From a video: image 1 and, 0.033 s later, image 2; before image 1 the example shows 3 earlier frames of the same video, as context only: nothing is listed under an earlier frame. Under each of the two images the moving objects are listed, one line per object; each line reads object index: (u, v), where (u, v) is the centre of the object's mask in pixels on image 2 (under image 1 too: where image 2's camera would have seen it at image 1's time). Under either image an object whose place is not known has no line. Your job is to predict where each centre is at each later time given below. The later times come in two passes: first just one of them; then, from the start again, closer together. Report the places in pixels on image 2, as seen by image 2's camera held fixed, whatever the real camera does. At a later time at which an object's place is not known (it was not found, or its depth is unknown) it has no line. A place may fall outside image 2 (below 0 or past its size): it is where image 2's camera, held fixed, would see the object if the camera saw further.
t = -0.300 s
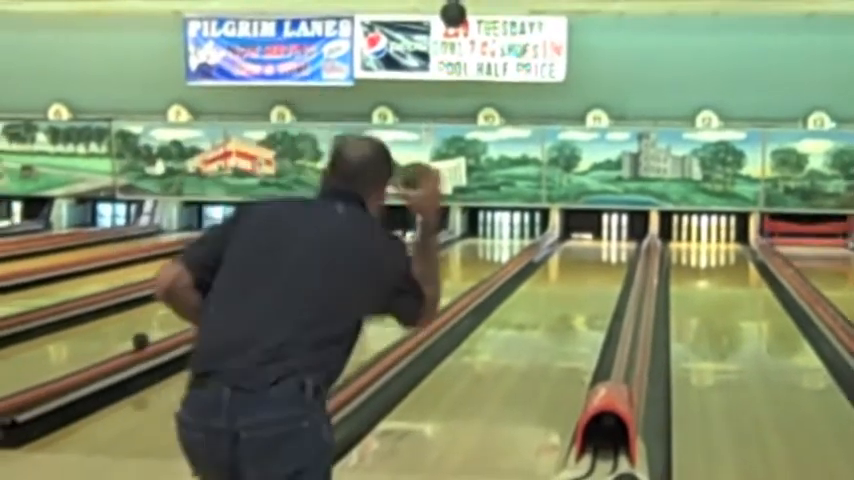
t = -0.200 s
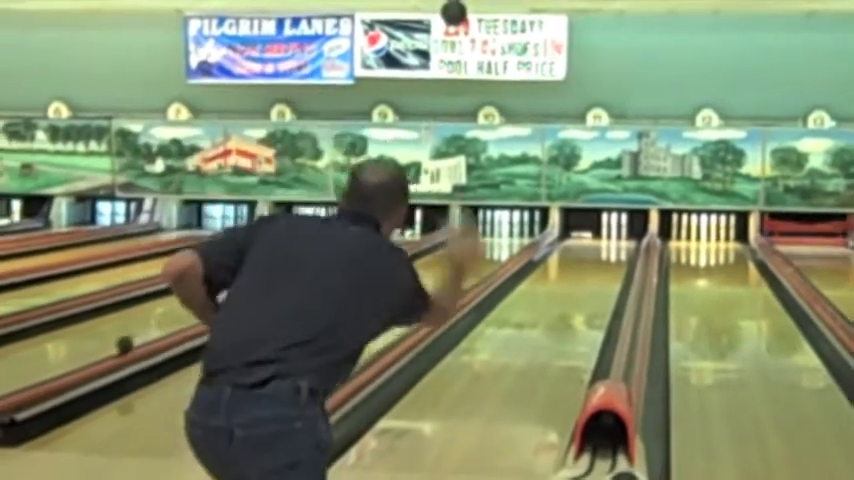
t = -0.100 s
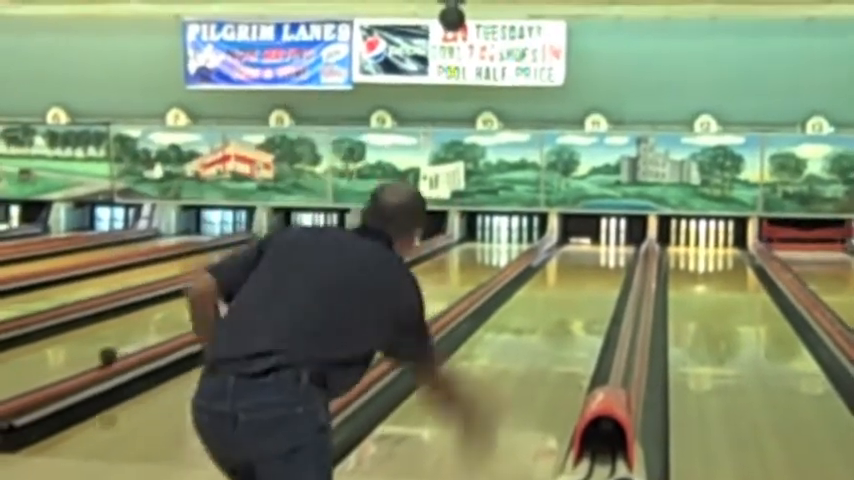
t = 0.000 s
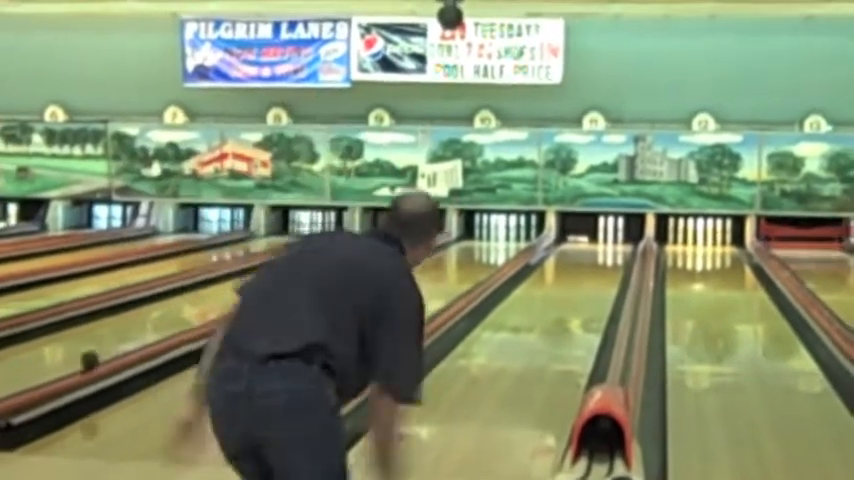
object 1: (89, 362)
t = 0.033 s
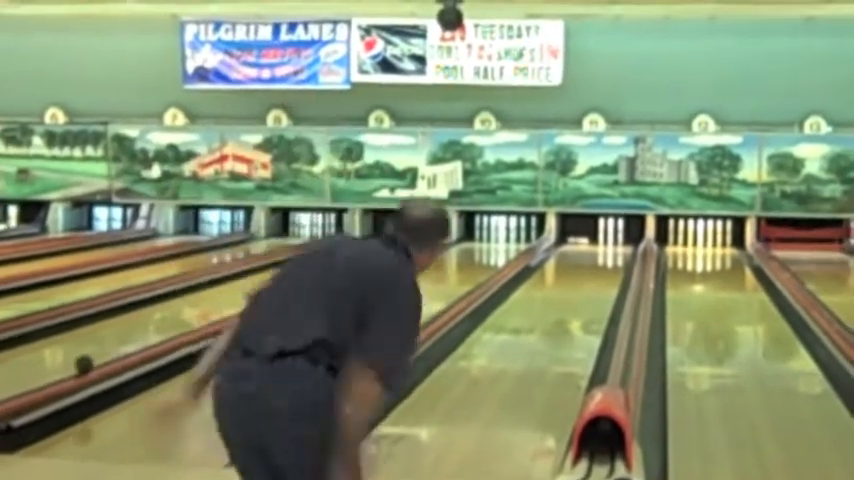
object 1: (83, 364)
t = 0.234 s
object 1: (47, 377)
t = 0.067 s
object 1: (78, 366)
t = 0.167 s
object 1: (59, 374)
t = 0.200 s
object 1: (52, 376)
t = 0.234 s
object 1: (47, 377)
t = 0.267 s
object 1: (40, 379)
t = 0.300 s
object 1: (34, 382)
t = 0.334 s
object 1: (28, 384)
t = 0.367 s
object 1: (21, 388)
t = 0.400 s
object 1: (14, 391)
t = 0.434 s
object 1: (8, 392)
